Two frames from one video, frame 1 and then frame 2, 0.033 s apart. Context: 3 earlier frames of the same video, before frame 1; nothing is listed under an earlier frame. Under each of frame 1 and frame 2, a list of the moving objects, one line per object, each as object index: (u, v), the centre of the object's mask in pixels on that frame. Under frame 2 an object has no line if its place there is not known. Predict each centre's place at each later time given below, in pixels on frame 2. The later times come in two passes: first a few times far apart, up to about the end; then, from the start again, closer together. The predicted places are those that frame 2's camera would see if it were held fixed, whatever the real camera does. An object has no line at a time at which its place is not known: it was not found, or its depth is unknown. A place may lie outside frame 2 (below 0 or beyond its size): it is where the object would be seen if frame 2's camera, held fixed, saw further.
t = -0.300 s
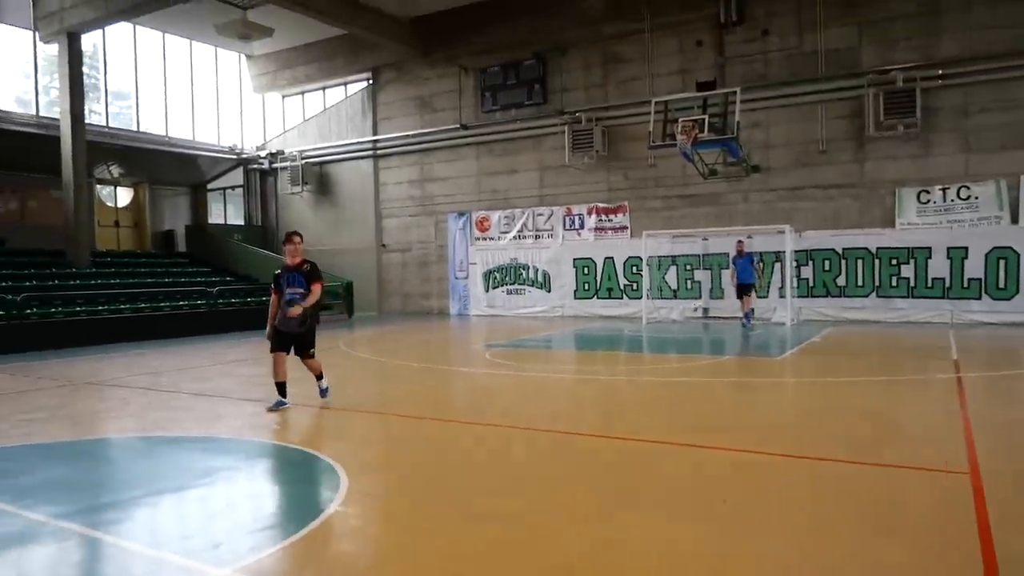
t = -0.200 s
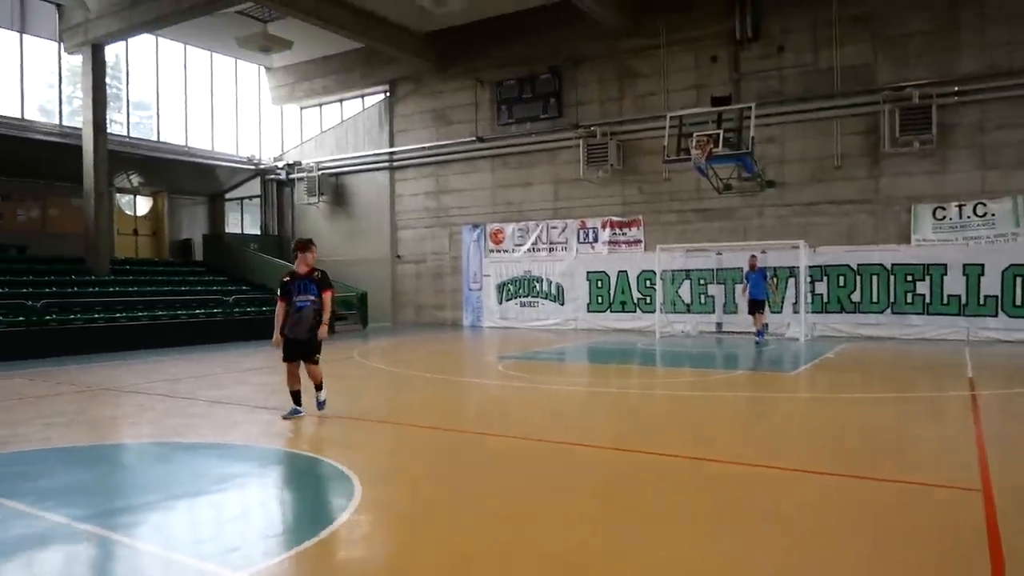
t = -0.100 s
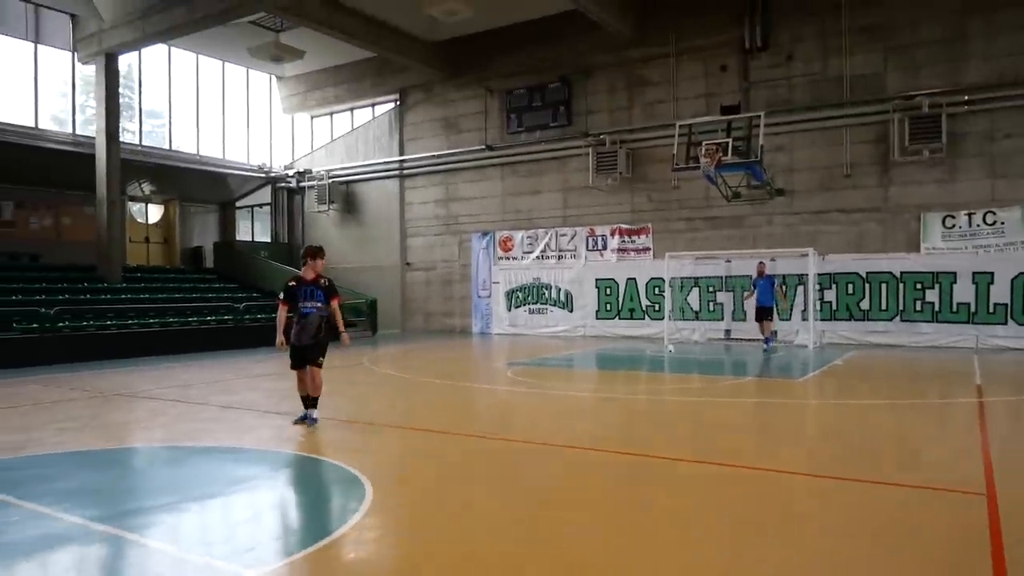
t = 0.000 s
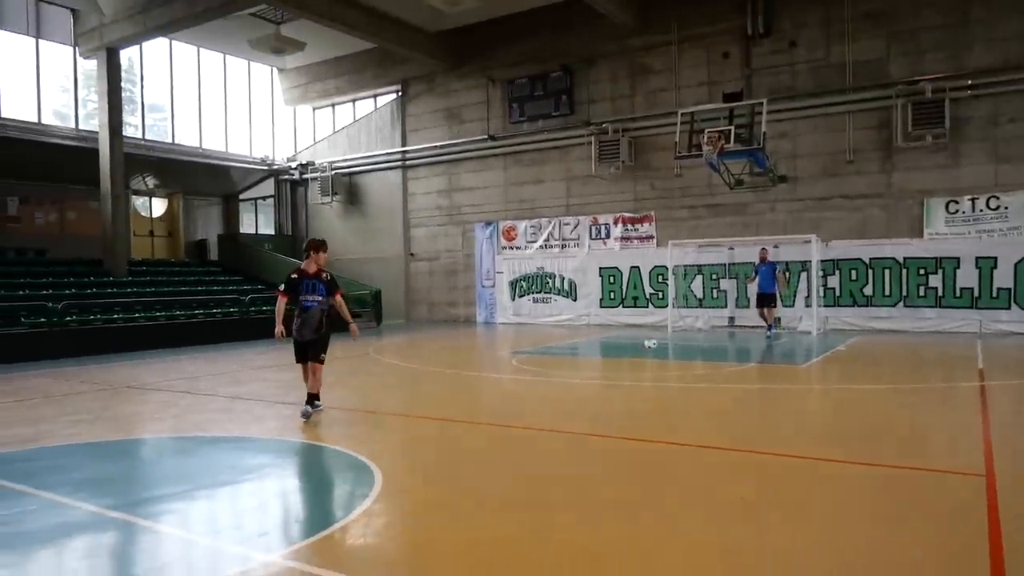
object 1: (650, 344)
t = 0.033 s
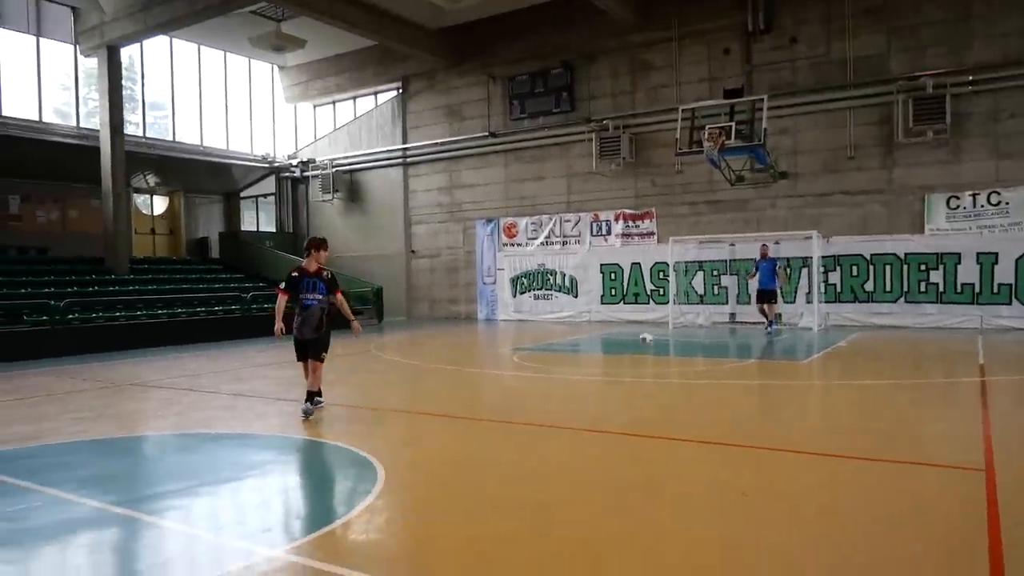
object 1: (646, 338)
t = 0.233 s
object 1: (609, 344)
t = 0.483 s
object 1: (560, 355)
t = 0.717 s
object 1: (510, 361)
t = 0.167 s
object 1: (621, 338)
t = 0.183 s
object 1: (618, 339)
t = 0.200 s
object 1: (614, 340)
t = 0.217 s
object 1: (611, 342)
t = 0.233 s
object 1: (609, 344)
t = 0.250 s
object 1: (606, 345)
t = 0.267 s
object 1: (603, 348)
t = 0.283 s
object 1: (600, 350)
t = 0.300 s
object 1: (596, 350)
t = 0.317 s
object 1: (593, 349)
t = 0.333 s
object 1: (590, 349)
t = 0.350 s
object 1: (586, 349)
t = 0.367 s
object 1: (582, 349)
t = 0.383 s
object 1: (580, 349)
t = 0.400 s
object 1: (577, 350)
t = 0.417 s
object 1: (573, 350)
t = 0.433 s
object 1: (570, 351)
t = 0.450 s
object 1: (567, 351)
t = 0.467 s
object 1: (563, 353)
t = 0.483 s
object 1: (560, 355)
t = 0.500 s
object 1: (556, 355)
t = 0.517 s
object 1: (554, 354)
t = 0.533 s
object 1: (550, 355)
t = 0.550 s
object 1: (546, 356)
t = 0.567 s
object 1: (543, 356)
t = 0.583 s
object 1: (539, 358)
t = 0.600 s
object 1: (535, 357)
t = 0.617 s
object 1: (531, 357)
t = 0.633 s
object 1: (527, 358)
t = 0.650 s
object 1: (524, 359)
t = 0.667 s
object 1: (521, 358)
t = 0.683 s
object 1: (517, 359)
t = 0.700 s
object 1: (513, 360)
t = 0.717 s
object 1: (510, 361)
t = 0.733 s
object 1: (507, 360)
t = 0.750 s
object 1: (502, 361)
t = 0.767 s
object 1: (498, 362)
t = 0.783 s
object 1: (493, 362)
